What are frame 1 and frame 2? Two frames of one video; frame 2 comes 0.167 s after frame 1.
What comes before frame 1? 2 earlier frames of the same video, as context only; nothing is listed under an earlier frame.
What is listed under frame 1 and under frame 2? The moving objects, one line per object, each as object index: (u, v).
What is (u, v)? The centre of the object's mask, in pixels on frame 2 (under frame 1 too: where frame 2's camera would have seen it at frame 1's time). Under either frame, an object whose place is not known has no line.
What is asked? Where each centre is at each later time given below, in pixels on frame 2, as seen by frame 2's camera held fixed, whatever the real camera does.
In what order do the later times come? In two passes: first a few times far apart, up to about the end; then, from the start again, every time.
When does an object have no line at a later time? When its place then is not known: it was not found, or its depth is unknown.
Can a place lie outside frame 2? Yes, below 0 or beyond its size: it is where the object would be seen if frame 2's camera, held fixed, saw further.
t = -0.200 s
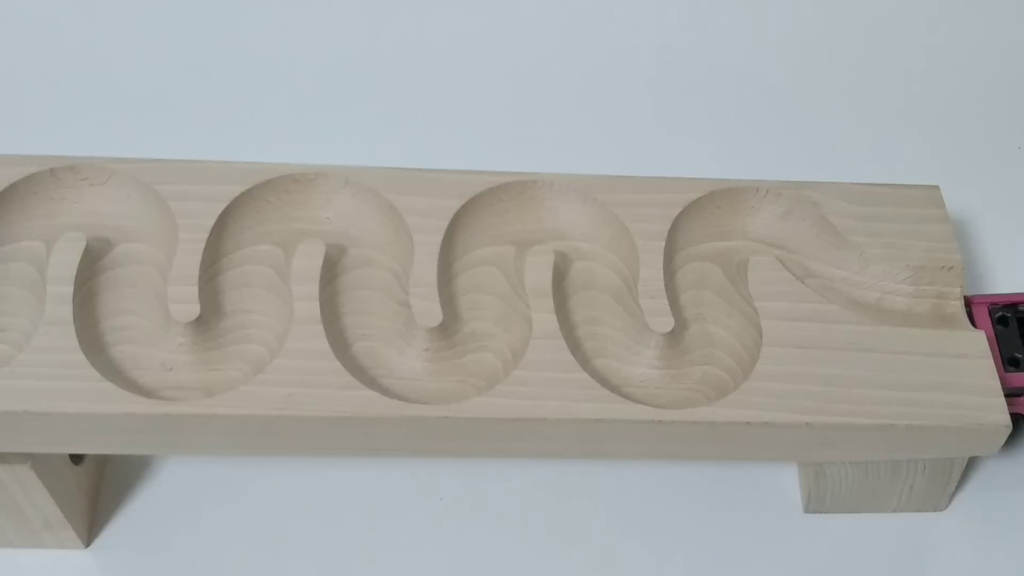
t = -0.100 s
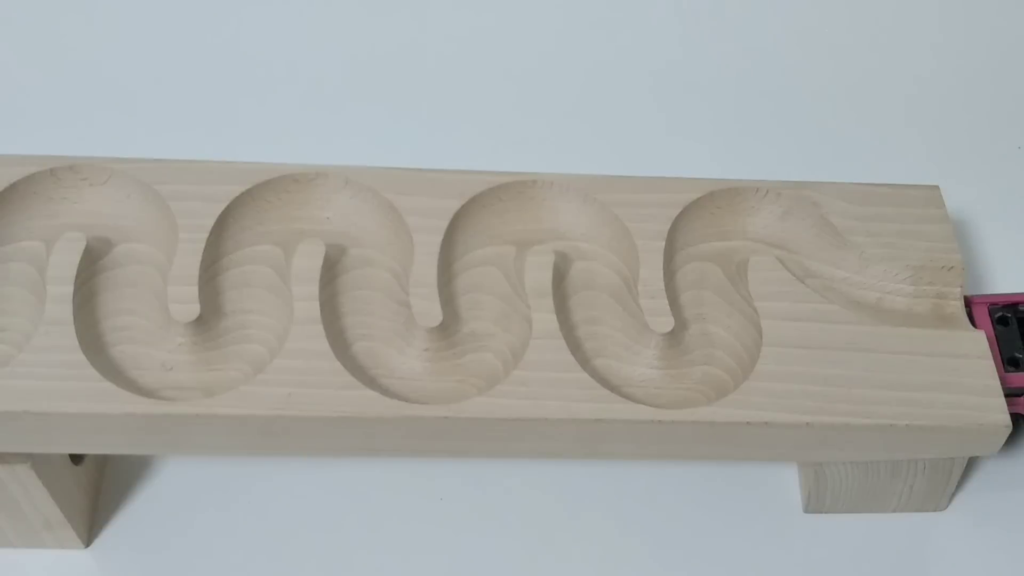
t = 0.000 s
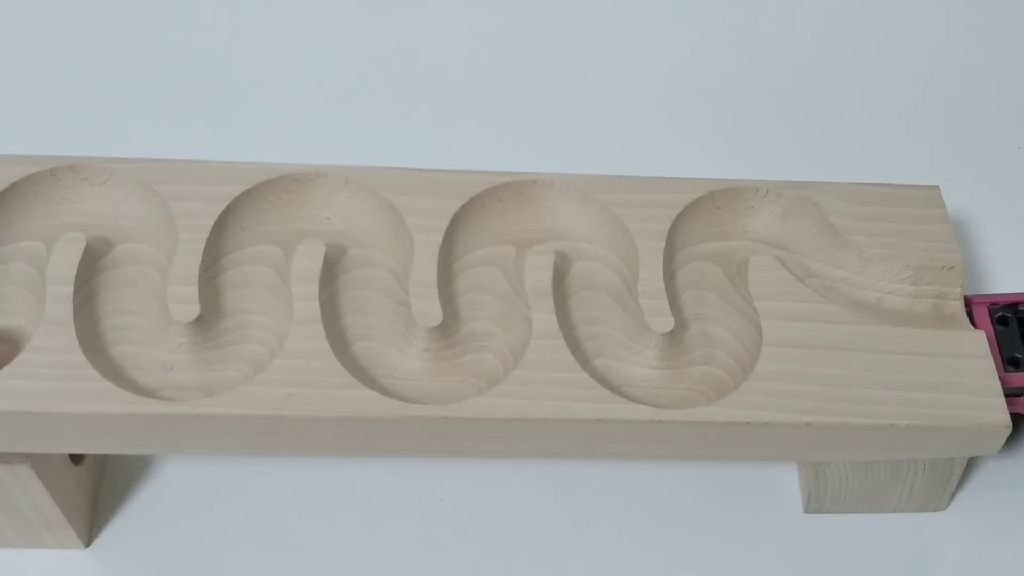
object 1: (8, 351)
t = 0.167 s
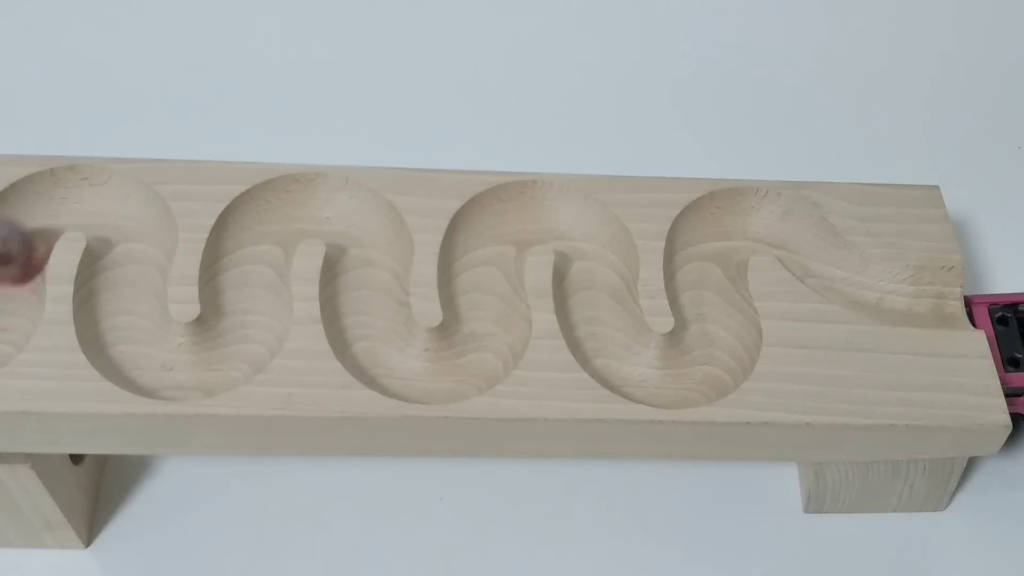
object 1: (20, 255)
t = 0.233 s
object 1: (45, 216)
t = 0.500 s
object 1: (117, 302)
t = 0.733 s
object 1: (260, 300)
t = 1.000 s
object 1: (383, 249)
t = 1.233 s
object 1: (471, 362)
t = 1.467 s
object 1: (528, 210)
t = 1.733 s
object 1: (643, 371)
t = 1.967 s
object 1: (702, 260)
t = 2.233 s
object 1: (876, 289)
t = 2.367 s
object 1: (1007, 317)
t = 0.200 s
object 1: (27, 237)
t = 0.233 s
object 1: (45, 216)
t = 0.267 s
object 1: (58, 197)
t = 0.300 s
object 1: (75, 195)
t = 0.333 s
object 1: (103, 204)
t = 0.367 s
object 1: (130, 210)
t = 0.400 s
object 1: (143, 223)
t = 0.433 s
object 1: (140, 250)
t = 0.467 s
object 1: (130, 277)
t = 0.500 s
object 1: (117, 302)
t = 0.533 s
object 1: (124, 326)
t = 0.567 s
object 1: (141, 352)
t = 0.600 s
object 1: (171, 367)
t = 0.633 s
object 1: (206, 367)
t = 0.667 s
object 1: (235, 352)
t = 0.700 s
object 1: (257, 327)
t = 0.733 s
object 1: (260, 300)
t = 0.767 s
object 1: (245, 276)
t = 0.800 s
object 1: (244, 252)
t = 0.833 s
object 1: (261, 235)
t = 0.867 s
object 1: (292, 215)
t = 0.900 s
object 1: (318, 198)
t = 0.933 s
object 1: (343, 206)
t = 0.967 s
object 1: (369, 228)
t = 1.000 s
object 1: (383, 249)
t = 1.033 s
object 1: (374, 278)
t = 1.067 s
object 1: (360, 302)
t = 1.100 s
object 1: (365, 325)
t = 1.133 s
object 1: (387, 350)
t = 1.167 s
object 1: (413, 369)
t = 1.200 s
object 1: (439, 374)
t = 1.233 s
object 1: (471, 362)
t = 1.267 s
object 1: (496, 340)
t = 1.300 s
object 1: (500, 314)
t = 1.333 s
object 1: (484, 292)
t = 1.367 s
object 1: (472, 268)
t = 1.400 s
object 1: (482, 247)
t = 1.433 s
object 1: (505, 229)
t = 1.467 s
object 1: (528, 210)
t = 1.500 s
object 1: (553, 208)
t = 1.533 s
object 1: (582, 226)
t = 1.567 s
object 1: (604, 245)
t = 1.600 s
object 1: (608, 271)
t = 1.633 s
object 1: (594, 301)
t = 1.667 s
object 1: (596, 323)
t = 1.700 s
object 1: (613, 347)
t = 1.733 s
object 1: (643, 371)
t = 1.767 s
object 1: (672, 379)
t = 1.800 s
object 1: (699, 374)
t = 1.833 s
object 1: (723, 353)
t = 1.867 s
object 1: (730, 322)
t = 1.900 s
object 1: (712, 301)
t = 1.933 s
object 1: (697, 278)
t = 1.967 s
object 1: (702, 260)
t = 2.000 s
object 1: (718, 240)
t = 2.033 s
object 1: (734, 221)
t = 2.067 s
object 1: (758, 214)
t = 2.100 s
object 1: (786, 226)
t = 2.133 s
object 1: (812, 240)
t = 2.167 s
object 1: (831, 258)
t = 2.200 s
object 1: (852, 279)
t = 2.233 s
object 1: (876, 289)
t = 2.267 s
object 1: (907, 292)
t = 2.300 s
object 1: (940, 294)
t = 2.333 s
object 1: (978, 298)
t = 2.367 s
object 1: (1007, 317)
